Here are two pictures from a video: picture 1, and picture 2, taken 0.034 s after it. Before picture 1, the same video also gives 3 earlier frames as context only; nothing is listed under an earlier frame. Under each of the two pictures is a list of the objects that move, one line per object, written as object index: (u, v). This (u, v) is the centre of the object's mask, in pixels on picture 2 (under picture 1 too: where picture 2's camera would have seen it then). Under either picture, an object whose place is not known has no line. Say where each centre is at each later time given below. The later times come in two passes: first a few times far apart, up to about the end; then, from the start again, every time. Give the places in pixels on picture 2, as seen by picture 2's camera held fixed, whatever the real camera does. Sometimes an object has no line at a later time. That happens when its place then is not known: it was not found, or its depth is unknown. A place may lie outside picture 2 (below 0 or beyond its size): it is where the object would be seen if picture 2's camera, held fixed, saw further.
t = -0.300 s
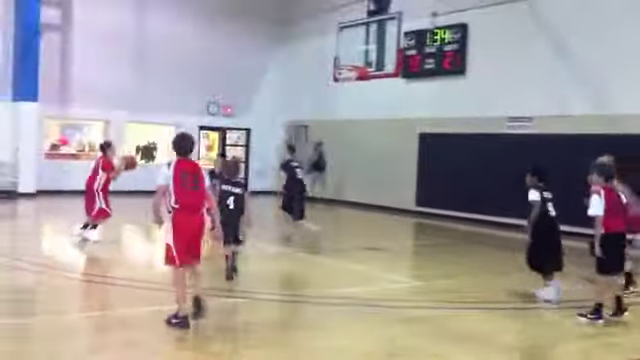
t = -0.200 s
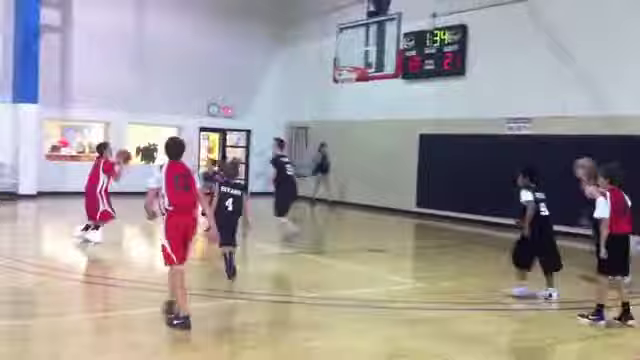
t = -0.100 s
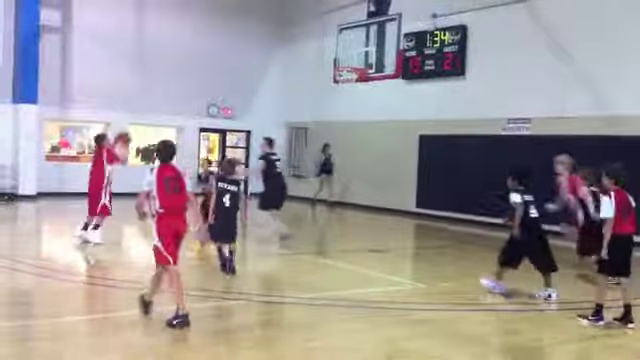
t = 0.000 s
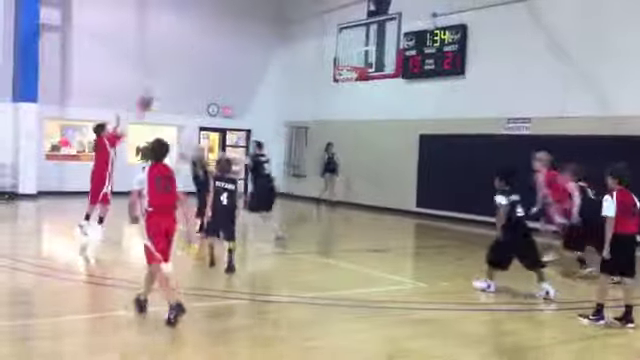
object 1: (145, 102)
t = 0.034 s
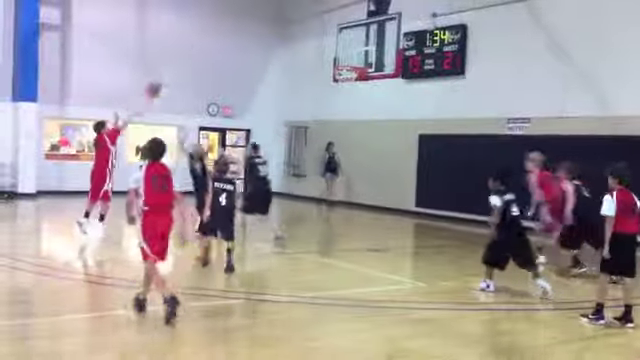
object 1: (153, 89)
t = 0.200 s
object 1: (199, 44)
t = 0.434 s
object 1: (254, 12)
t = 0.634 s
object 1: (295, 15)
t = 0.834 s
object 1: (335, 35)
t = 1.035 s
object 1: (361, 51)
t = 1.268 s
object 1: (355, 32)
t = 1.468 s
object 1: (347, 37)
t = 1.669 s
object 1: (338, 59)
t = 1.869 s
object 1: (339, 54)
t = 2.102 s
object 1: (339, 57)
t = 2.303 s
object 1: (337, 63)
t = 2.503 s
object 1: (332, 92)
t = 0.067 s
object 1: (164, 78)
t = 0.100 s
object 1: (172, 69)
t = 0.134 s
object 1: (181, 59)
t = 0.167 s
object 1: (190, 51)
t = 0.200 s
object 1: (199, 44)
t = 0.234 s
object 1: (207, 37)
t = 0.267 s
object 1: (215, 32)
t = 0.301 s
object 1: (223, 26)
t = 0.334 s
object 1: (232, 22)
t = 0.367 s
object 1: (239, 19)
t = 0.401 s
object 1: (246, 17)
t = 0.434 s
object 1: (254, 12)
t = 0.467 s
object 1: (261, 12)
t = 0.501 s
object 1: (271, 11)
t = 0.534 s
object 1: (275, 11)
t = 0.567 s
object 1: (282, 12)
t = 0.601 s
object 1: (289, 14)
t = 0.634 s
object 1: (295, 15)
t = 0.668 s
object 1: (302, 17)
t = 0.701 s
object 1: (309, 20)
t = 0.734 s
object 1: (317, 23)
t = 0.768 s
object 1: (323, 27)
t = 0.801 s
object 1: (329, 31)
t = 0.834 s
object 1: (335, 35)
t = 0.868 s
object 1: (341, 41)
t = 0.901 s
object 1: (347, 48)
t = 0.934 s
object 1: (353, 54)
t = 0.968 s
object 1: (358, 61)
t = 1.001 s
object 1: (359, 55)
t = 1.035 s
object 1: (361, 51)
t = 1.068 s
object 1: (361, 46)
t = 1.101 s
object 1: (361, 42)
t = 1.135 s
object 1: (360, 38)
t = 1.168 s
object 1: (360, 35)
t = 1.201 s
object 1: (358, 33)
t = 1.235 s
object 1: (355, 32)
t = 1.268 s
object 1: (355, 32)
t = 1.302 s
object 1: (354, 31)
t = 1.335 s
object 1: (352, 31)
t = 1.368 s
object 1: (352, 32)
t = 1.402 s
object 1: (350, 33)
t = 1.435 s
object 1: (348, 35)
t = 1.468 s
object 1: (347, 37)
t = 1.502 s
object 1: (345, 40)
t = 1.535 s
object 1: (343, 44)
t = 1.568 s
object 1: (342, 49)
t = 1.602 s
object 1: (340, 54)
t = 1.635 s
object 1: (338, 59)
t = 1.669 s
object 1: (338, 59)
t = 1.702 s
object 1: (339, 56)
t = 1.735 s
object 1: (339, 55)
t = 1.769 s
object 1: (339, 55)
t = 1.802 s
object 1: (339, 53)
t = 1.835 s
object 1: (339, 53)
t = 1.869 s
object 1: (339, 54)
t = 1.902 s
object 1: (339, 55)
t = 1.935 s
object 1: (339, 57)
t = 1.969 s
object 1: (339, 59)
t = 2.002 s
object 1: (339, 59)
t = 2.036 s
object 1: (339, 58)
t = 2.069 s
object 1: (339, 58)
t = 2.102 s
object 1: (339, 57)
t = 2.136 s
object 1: (339, 58)
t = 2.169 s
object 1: (339, 60)
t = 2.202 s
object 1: (338, 60)
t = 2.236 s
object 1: (338, 61)
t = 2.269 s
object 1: (337, 62)
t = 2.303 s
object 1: (337, 63)
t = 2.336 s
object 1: (336, 65)
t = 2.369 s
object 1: (334, 66)
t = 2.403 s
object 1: (334, 70)
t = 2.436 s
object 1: (333, 79)
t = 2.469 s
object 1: (332, 85)
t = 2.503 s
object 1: (332, 92)
